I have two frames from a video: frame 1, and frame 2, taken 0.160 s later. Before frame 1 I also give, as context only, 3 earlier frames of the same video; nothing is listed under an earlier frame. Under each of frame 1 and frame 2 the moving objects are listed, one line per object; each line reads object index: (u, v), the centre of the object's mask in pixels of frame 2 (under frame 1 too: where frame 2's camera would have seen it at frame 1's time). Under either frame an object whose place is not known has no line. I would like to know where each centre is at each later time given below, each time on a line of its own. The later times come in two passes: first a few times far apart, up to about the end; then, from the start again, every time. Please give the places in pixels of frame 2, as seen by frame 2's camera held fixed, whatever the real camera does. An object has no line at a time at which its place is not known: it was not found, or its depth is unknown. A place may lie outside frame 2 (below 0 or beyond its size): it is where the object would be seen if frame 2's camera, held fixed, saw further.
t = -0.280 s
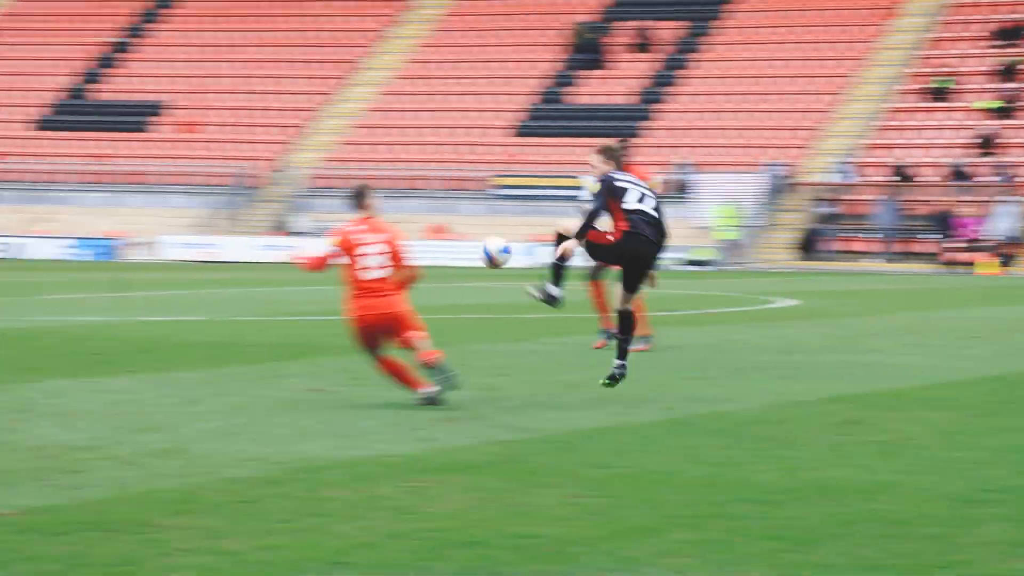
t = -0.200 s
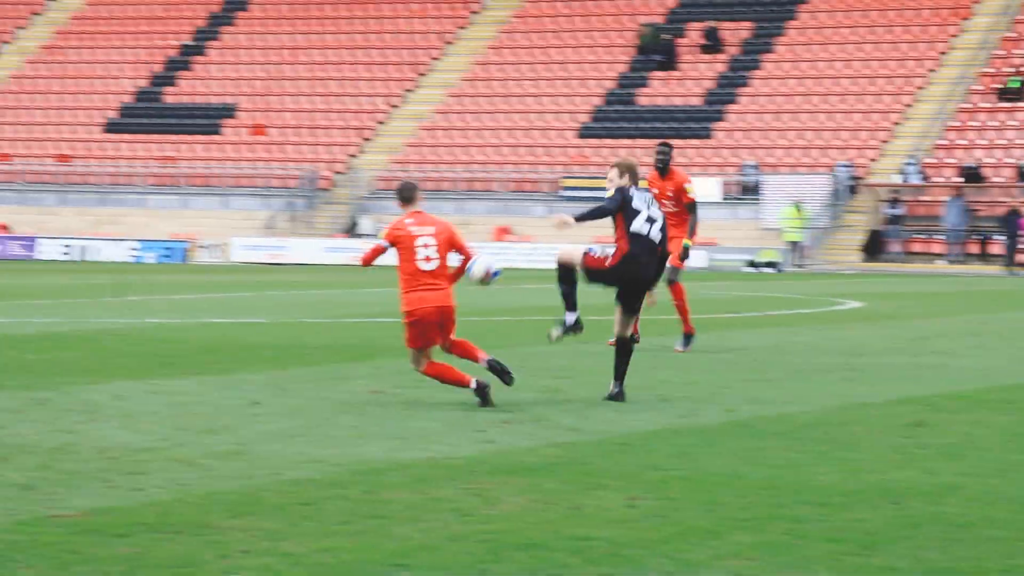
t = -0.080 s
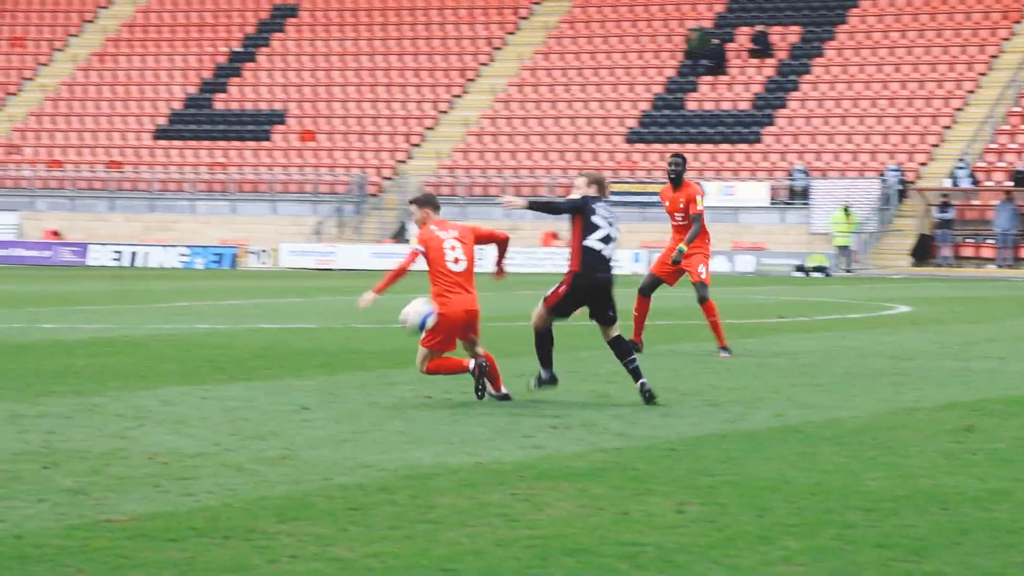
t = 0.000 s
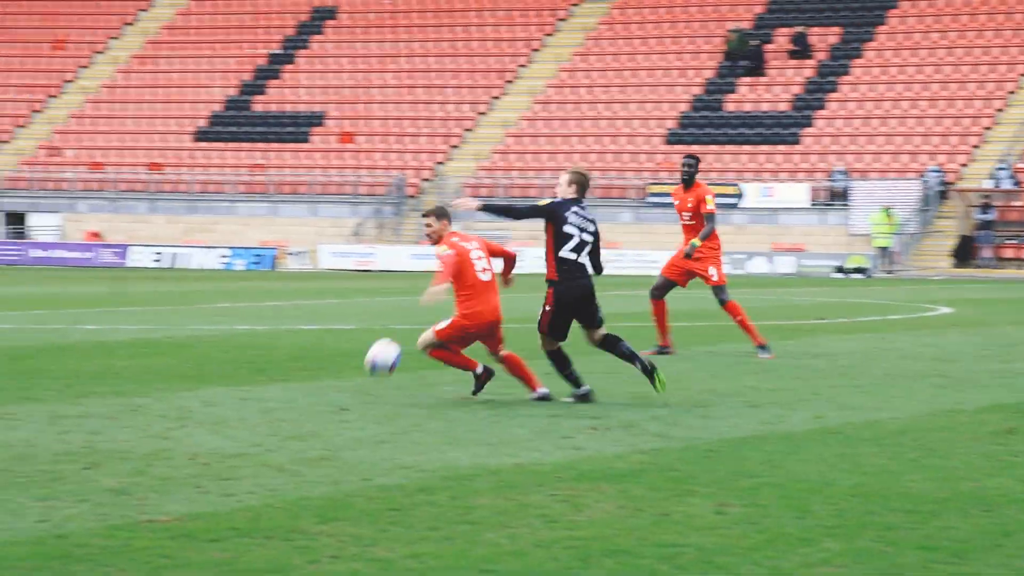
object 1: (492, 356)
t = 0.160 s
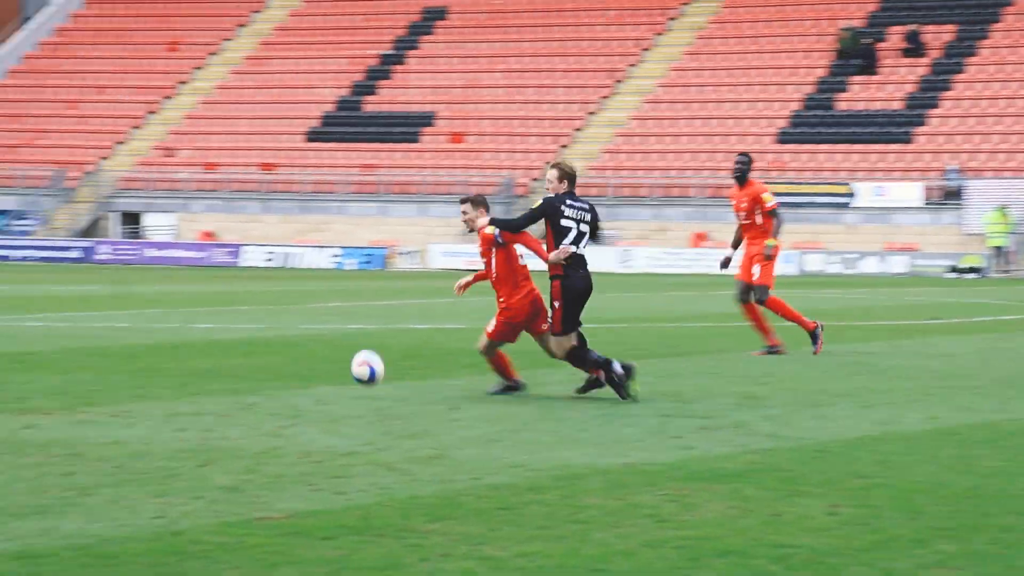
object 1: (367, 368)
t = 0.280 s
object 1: (287, 338)
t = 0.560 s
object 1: (91, 354)
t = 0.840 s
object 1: (-115, 381)
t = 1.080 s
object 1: (-308, 405)
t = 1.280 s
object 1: (-480, 405)
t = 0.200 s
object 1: (342, 356)
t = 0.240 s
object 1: (314, 346)
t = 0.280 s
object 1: (287, 338)
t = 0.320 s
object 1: (259, 333)
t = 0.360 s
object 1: (232, 330)
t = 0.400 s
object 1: (203, 330)
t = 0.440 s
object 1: (176, 333)
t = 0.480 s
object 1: (149, 337)
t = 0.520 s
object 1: (120, 344)
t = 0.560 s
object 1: (91, 354)
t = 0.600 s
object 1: (64, 367)
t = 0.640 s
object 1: (35, 381)
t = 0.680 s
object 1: (7, 401)
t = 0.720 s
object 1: (-24, 405)
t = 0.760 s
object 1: (-54, 395)
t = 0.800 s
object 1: (-84, 387)
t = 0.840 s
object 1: (-115, 381)
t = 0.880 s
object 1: (-146, 379)
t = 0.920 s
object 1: (-178, 378)
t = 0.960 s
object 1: (-210, 381)
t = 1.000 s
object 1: (-243, 386)
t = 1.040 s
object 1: (-275, 394)
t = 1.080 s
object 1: (-308, 405)
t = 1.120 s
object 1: (-342, 419)
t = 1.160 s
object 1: (-377, 418)
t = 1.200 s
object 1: (-409, 410)
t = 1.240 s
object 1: (-444, 406)
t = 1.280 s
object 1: (-480, 405)
